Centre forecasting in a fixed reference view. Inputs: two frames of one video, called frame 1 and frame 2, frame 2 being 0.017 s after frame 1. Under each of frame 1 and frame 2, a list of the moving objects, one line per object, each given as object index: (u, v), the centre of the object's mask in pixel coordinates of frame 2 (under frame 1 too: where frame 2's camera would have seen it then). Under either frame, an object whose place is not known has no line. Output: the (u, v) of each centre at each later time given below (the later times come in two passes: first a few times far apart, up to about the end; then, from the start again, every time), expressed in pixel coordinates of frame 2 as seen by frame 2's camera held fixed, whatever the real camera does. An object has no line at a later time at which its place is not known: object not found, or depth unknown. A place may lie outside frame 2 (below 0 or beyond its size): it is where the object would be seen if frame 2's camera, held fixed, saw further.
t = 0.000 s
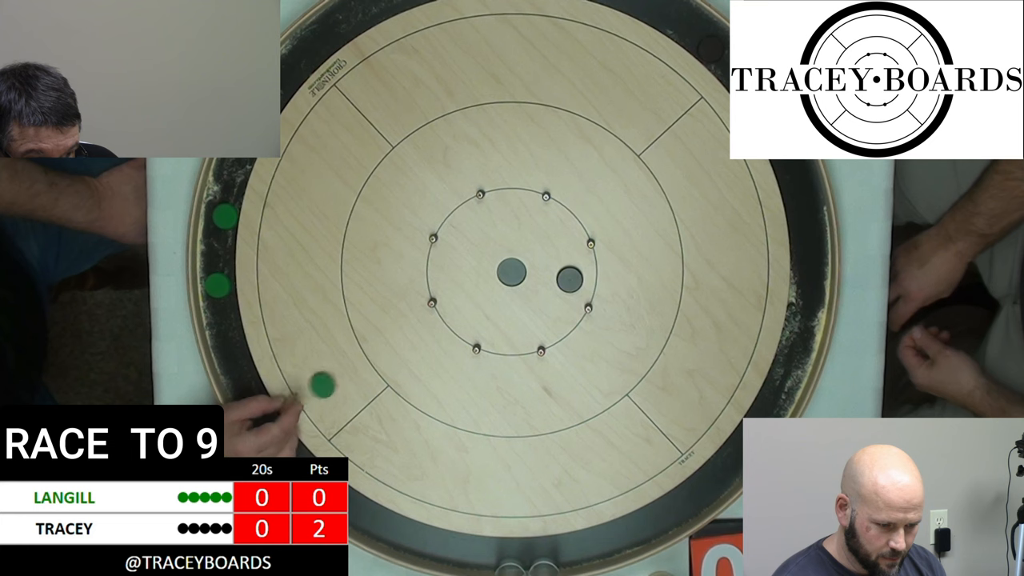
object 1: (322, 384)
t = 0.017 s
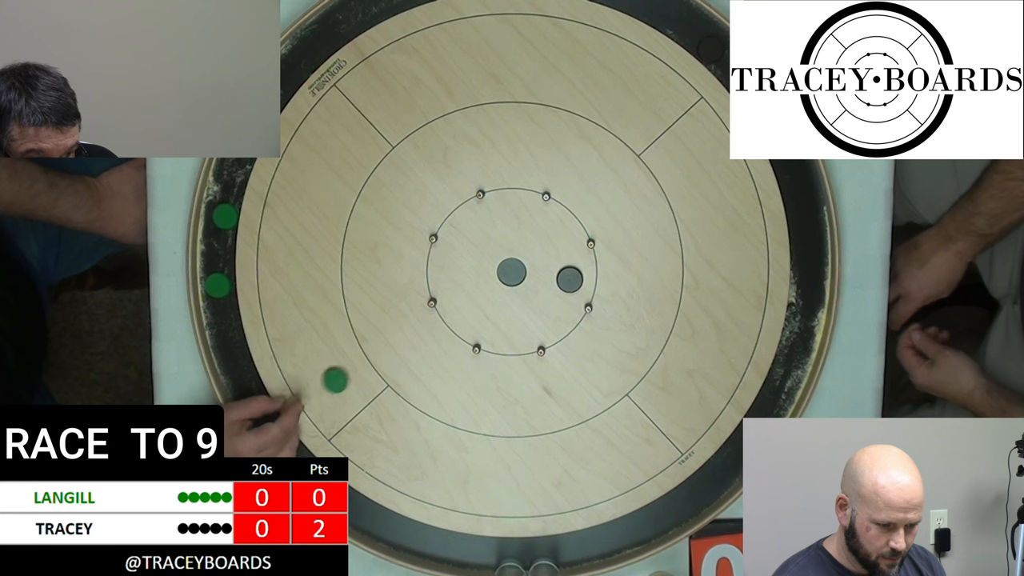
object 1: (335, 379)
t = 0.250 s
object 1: (509, 308)
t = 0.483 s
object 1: (550, 294)
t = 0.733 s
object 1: (550, 294)
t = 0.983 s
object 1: (550, 294)
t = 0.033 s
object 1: (348, 374)
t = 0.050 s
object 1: (361, 369)
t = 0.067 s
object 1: (374, 364)
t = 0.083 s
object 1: (386, 359)
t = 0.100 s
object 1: (399, 353)
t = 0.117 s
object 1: (412, 349)
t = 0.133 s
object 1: (425, 343)
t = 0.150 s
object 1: (437, 338)
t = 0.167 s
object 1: (449, 333)
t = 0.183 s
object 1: (462, 328)
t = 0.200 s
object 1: (474, 323)
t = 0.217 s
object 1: (486, 318)
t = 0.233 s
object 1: (498, 313)
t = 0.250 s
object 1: (509, 308)
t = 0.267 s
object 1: (521, 303)
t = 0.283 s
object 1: (532, 299)
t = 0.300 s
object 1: (543, 294)
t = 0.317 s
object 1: (547, 293)
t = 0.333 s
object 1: (548, 293)
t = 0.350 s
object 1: (549, 294)
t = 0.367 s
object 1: (549, 294)
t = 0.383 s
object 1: (550, 294)
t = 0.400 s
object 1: (550, 294)
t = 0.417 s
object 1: (550, 294)
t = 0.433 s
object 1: (550, 294)
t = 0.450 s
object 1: (550, 294)
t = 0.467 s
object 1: (550, 294)
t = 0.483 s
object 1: (550, 294)
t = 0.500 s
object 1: (550, 294)
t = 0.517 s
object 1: (550, 294)
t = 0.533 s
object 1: (550, 294)
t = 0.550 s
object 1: (550, 294)
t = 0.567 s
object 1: (550, 294)
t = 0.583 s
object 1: (550, 294)
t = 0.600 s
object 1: (550, 294)
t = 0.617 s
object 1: (550, 294)
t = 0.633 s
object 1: (550, 294)
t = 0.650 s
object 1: (550, 294)
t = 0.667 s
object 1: (550, 294)
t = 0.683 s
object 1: (550, 294)
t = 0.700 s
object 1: (550, 294)
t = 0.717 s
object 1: (550, 294)
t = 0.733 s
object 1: (550, 294)
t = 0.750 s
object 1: (550, 294)
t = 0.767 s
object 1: (550, 294)
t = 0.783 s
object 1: (550, 294)
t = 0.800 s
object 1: (550, 294)
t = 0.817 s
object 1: (550, 294)
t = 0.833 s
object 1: (550, 294)
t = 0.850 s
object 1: (550, 294)
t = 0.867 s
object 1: (550, 294)
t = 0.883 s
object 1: (550, 294)
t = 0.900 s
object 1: (550, 294)
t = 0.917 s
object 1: (550, 294)
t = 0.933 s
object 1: (550, 294)
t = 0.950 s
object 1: (550, 294)
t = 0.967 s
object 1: (550, 294)
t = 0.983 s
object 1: (550, 294)
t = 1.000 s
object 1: (550, 294)
